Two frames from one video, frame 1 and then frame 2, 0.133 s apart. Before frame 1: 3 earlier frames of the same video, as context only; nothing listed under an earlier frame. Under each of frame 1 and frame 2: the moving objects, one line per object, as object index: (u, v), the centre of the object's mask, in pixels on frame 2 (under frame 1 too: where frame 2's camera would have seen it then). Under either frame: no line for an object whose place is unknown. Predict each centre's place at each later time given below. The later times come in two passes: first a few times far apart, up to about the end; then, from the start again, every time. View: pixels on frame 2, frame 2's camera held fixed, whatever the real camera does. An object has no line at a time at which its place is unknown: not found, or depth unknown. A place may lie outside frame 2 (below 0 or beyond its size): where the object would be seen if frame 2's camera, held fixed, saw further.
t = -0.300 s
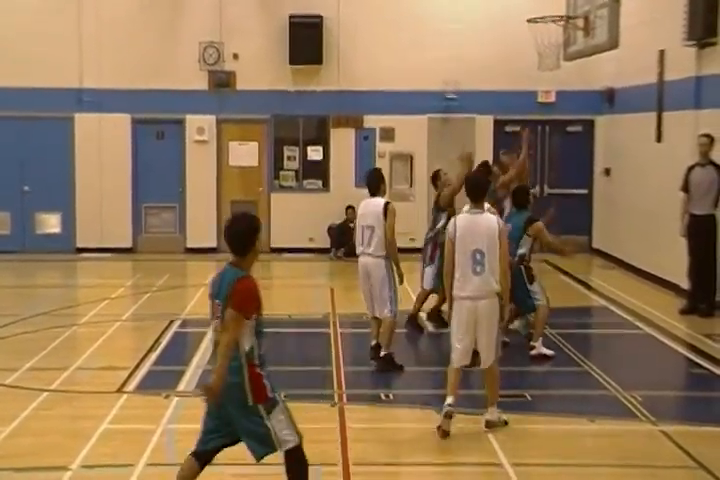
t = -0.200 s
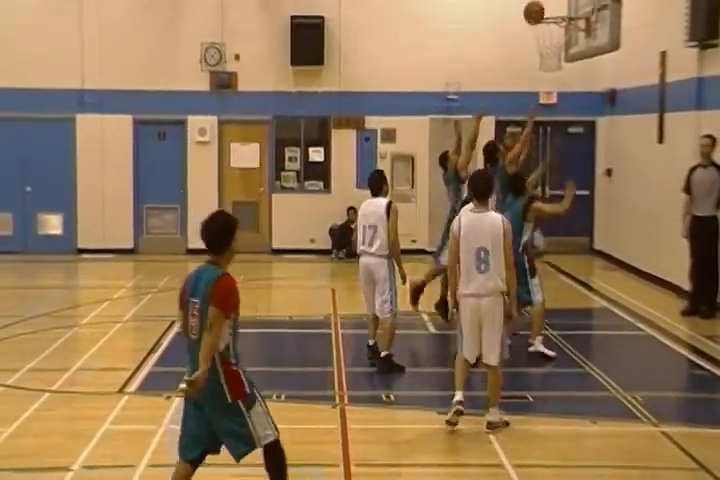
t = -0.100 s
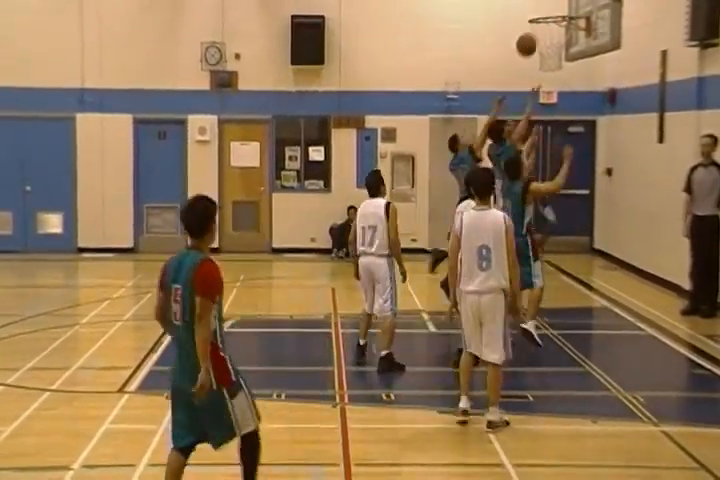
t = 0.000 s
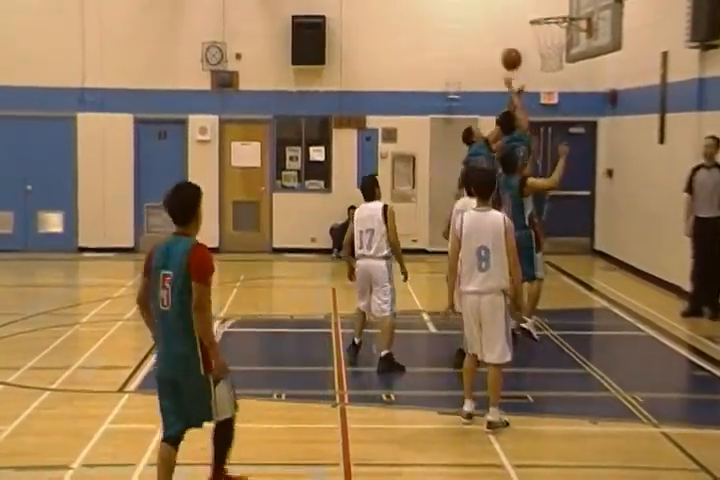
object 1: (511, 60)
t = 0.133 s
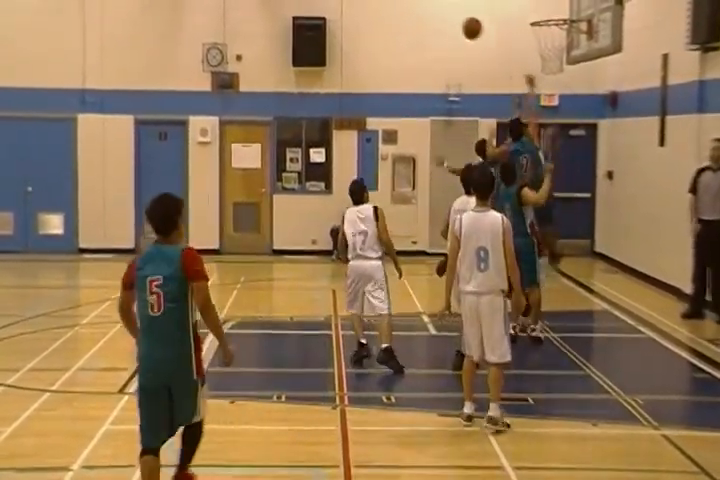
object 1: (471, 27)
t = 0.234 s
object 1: (443, 14)
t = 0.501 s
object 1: (372, 24)
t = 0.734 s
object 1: (316, 81)
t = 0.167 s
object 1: (462, 22)
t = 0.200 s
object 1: (452, 17)
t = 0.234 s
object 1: (443, 14)
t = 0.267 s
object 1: (433, 12)
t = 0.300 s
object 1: (424, 11)
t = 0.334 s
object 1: (415, 11)
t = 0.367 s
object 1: (407, 11)
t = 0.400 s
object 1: (397, 13)
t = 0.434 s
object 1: (389, 16)
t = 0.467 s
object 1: (380, 19)
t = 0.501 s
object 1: (372, 24)
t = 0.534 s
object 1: (364, 29)
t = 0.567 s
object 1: (355, 36)
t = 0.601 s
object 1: (347, 43)
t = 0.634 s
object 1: (340, 51)
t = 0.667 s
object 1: (332, 61)
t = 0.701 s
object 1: (324, 71)
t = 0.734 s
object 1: (316, 81)
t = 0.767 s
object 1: (309, 92)
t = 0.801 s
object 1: (301, 105)
